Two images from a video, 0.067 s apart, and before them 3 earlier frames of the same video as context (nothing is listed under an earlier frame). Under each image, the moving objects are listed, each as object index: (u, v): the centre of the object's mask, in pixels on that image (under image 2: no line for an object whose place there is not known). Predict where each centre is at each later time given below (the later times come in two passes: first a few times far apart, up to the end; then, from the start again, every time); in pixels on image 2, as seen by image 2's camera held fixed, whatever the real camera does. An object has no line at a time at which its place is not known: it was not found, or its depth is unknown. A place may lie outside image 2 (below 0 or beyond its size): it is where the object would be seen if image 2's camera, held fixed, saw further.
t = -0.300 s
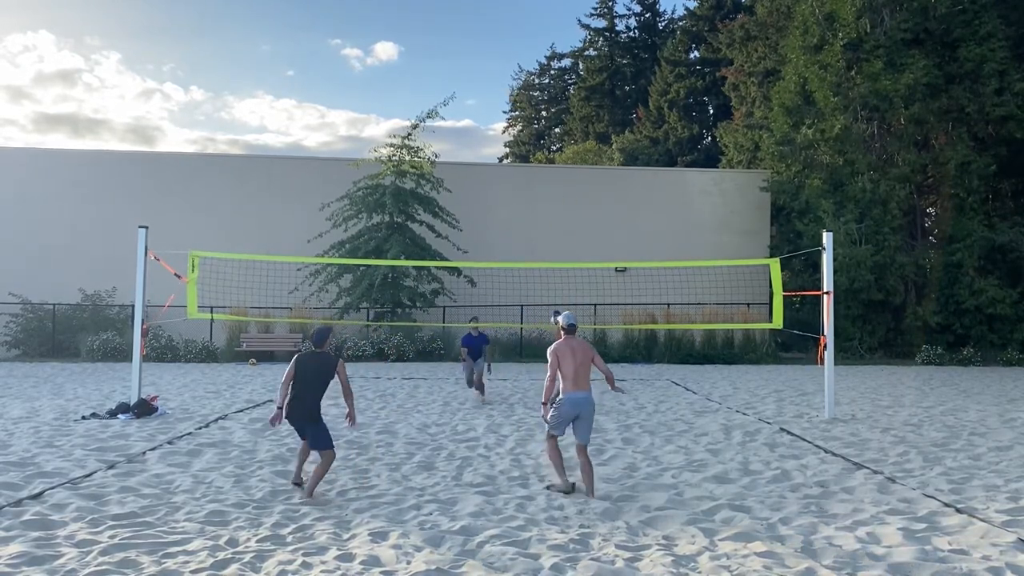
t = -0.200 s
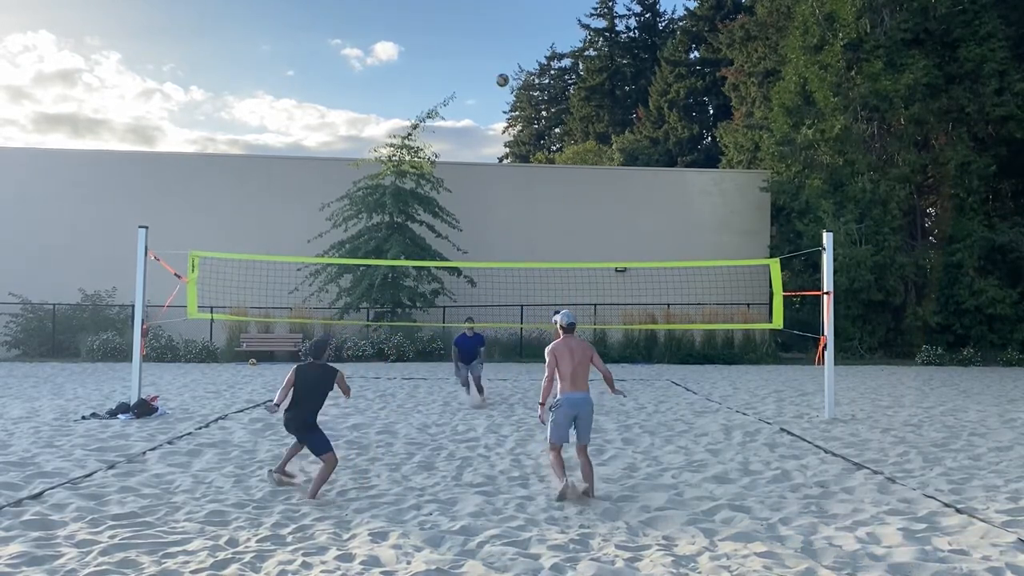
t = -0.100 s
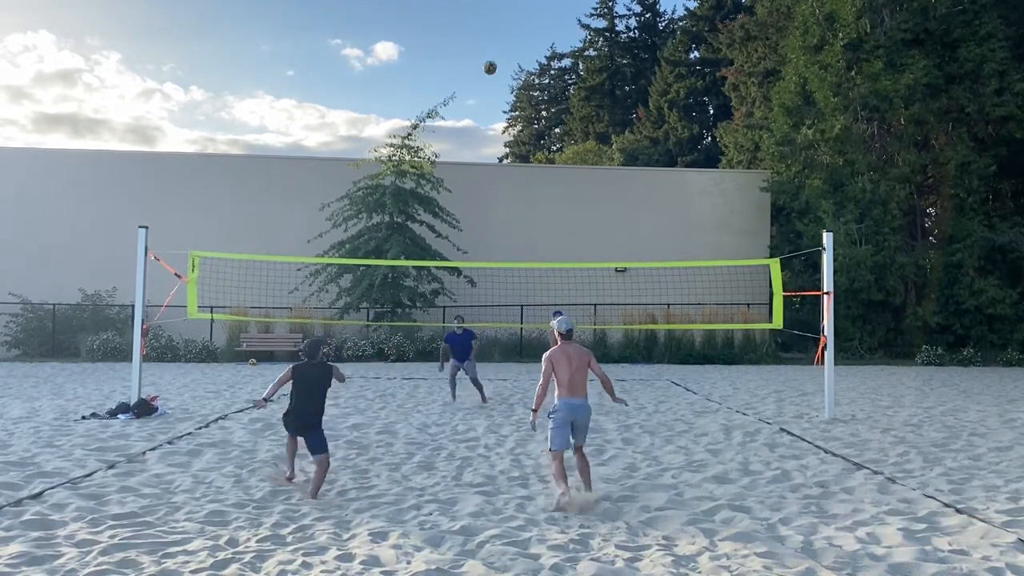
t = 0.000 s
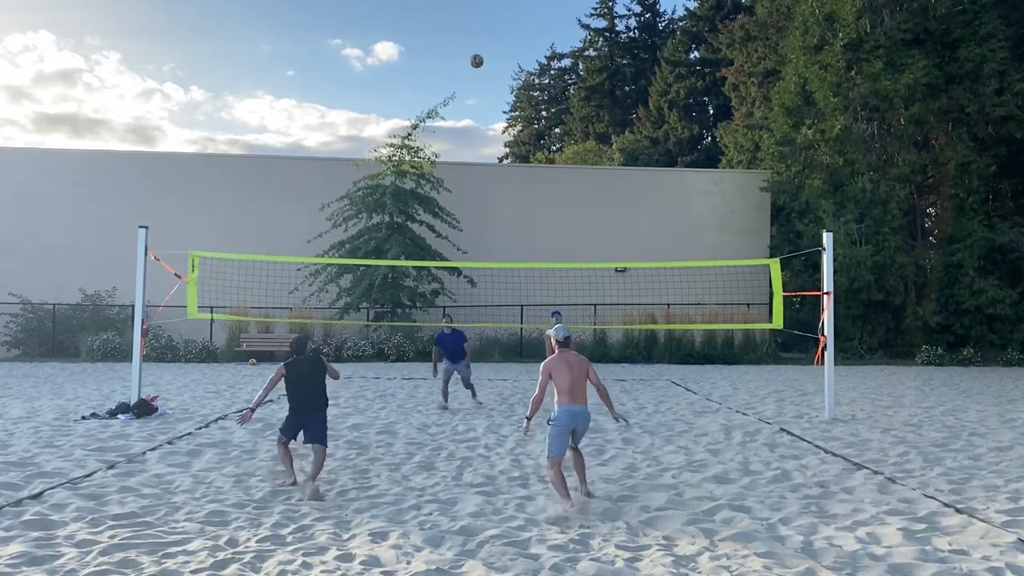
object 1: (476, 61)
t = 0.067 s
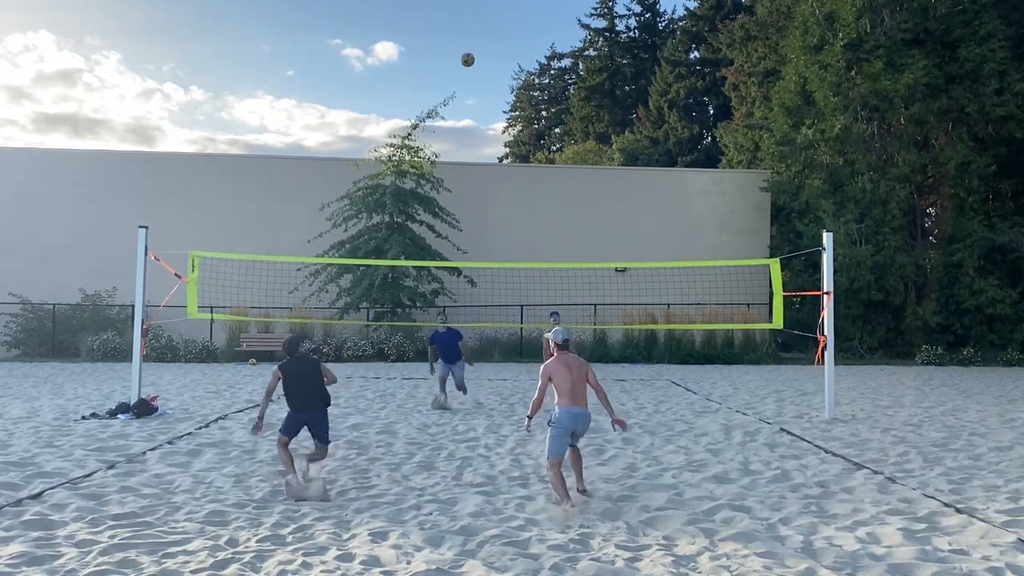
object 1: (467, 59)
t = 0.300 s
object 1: (433, 79)
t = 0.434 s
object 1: (413, 106)
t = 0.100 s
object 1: (463, 60)
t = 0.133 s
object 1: (458, 61)
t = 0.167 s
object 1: (453, 63)
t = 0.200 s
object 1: (448, 66)
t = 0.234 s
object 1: (443, 69)
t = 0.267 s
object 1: (438, 74)
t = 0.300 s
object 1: (433, 79)
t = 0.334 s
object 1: (429, 85)
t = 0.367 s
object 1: (423, 91)
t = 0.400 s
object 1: (418, 98)
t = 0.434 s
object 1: (413, 106)
